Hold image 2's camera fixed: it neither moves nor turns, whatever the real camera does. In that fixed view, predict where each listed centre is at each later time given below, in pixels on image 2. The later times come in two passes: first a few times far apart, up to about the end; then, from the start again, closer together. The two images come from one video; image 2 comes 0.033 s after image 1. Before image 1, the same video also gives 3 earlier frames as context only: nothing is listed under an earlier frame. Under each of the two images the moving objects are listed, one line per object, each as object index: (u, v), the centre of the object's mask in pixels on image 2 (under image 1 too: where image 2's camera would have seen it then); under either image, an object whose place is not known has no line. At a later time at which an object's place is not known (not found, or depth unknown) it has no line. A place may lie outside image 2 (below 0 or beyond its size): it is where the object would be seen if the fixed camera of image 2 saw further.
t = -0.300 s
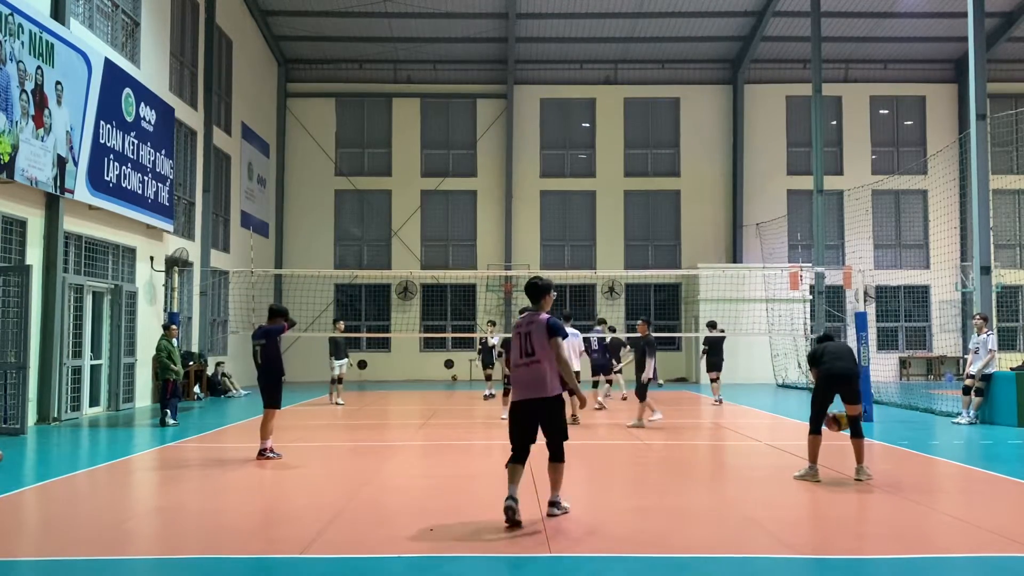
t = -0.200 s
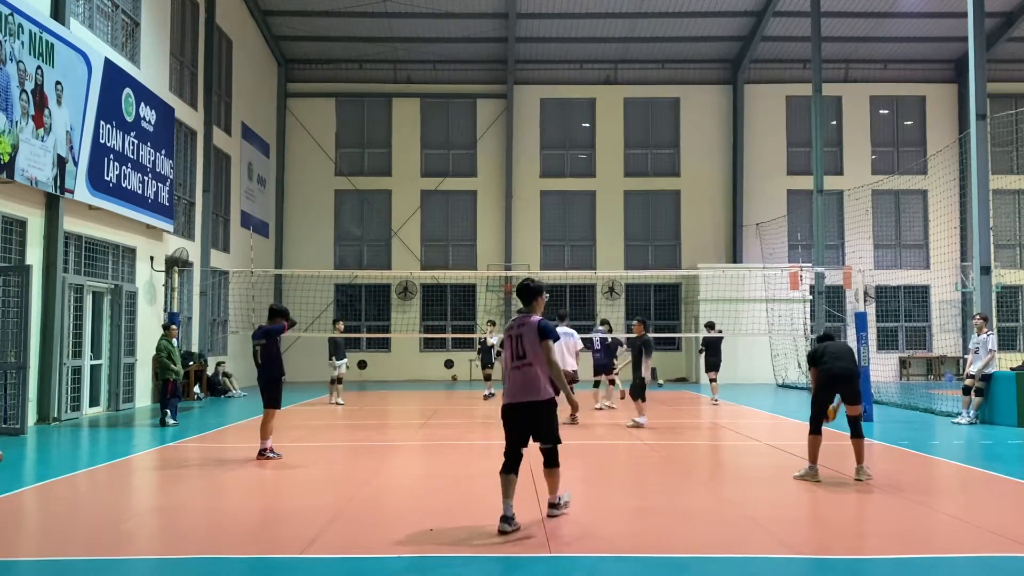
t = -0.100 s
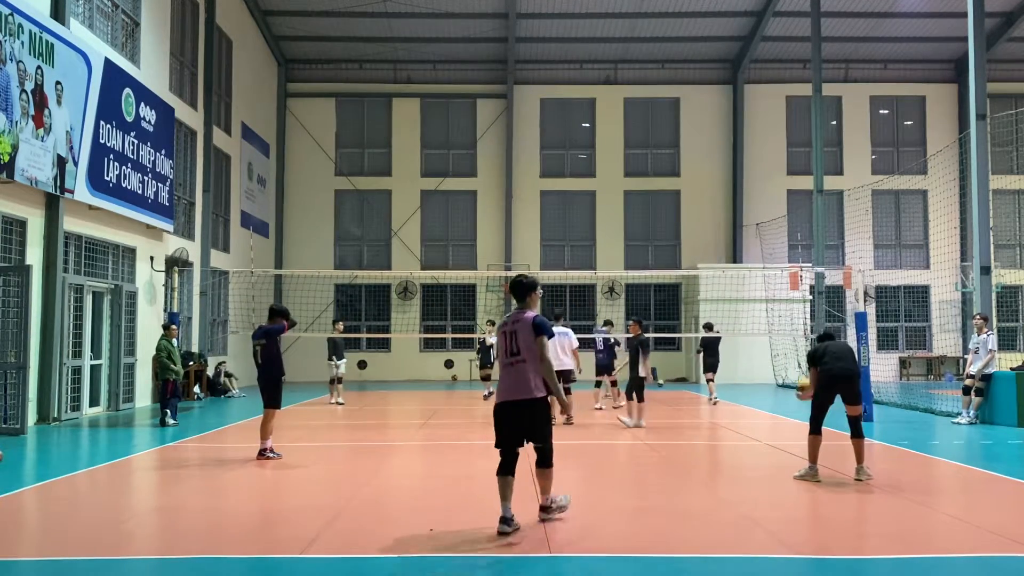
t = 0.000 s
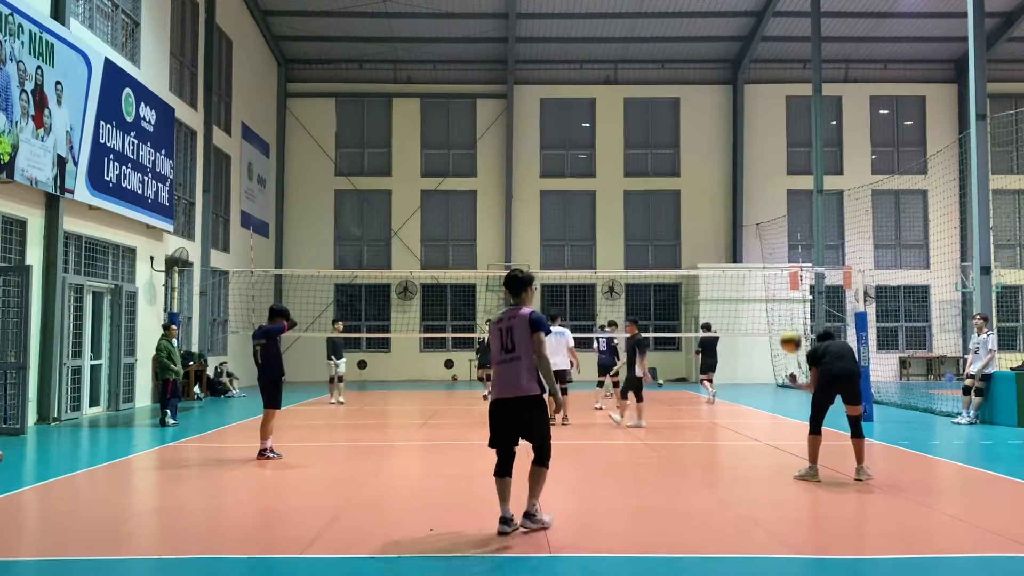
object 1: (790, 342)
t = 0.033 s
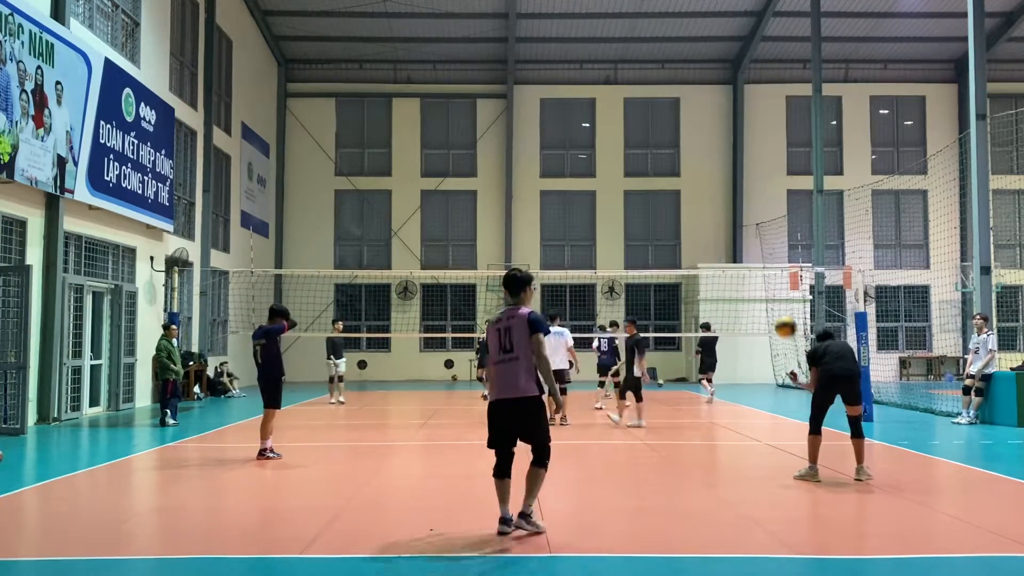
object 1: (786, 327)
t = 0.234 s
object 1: (756, 257)
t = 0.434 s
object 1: (726, 225)
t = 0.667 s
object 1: (688, 242)
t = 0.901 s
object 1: (649, 326)
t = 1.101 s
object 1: (613, 466)
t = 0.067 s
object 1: (780, 313)
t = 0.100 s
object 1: (775, 301)
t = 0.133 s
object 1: (771, 289)
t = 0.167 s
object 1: (766, 277)
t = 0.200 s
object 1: (761, 267)
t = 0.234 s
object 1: (756, 257)
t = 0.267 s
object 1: (752, 249)
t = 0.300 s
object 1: (747, 242)
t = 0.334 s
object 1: (742, 236)
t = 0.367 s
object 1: (737, 232)
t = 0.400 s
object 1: (732, 228)
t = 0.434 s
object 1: (726, 225)
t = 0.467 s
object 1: (721, 224)
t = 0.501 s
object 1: (716, 224)
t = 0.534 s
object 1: (711, 225)
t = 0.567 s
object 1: (705, 227)
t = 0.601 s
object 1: (700, 231)
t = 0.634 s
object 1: (694, 235)
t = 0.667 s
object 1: (688, 242)
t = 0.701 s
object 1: (683, 250)
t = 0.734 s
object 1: (677, 258)
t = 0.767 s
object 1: (671, 270)
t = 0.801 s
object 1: (666, 283)
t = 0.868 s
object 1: (654, 310)
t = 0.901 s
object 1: (649, 326)
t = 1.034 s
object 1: (625, 411)
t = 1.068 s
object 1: (618, 438)
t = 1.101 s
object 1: (613, 466)
